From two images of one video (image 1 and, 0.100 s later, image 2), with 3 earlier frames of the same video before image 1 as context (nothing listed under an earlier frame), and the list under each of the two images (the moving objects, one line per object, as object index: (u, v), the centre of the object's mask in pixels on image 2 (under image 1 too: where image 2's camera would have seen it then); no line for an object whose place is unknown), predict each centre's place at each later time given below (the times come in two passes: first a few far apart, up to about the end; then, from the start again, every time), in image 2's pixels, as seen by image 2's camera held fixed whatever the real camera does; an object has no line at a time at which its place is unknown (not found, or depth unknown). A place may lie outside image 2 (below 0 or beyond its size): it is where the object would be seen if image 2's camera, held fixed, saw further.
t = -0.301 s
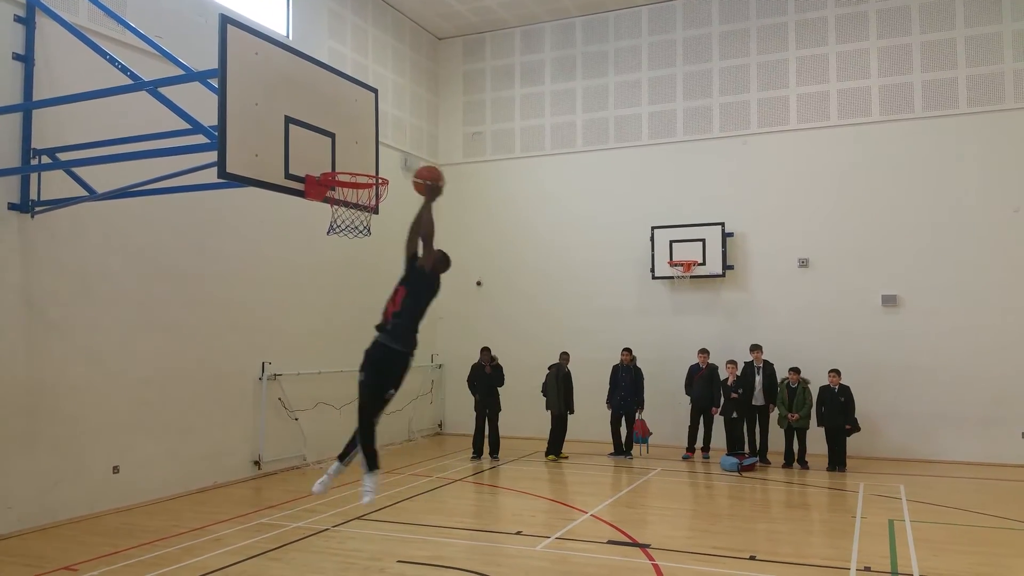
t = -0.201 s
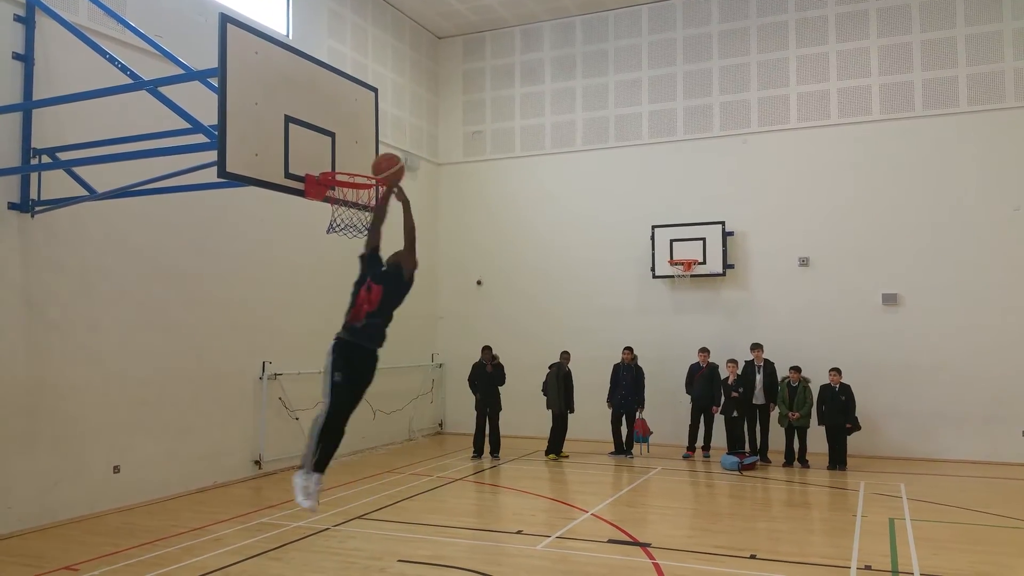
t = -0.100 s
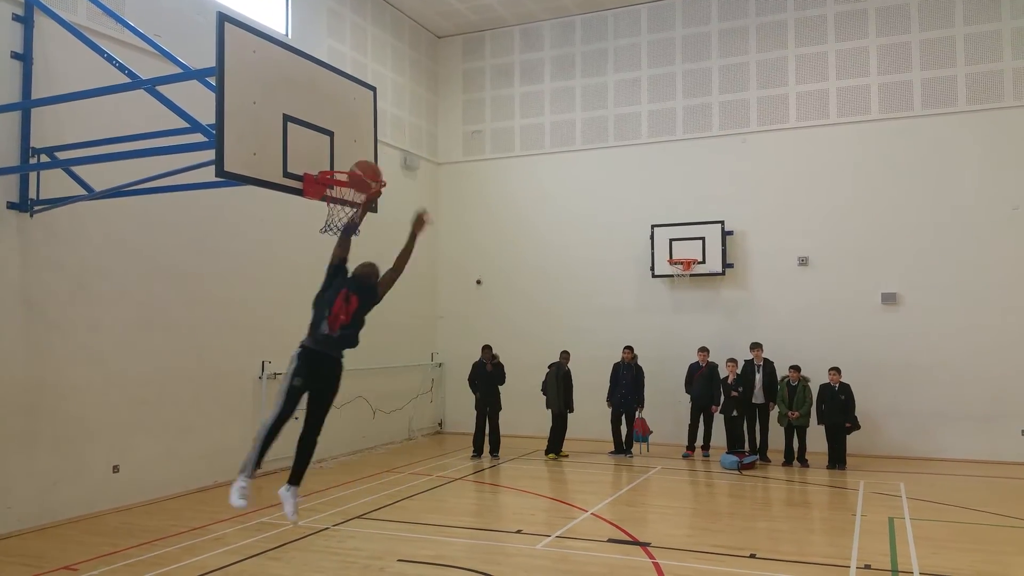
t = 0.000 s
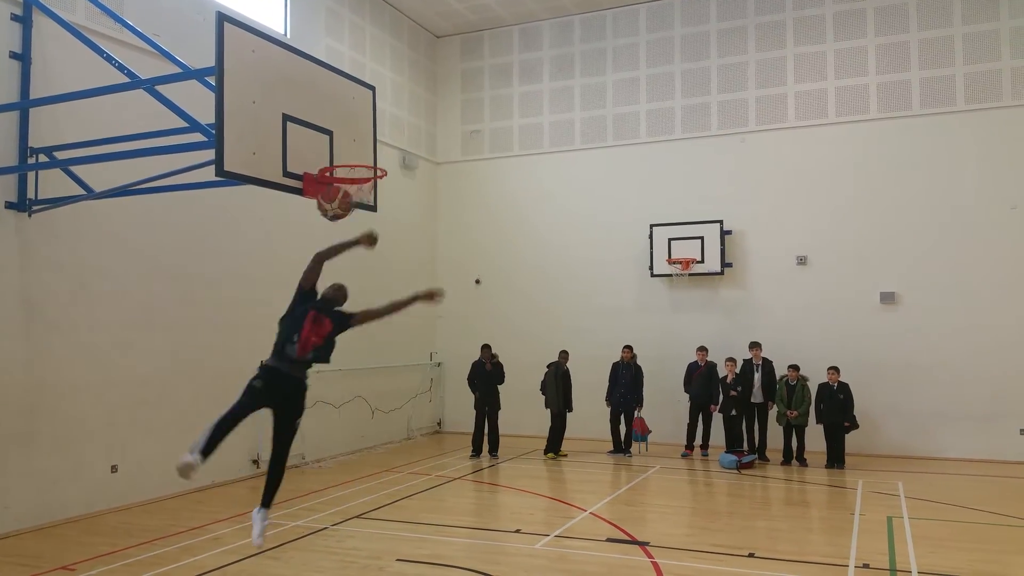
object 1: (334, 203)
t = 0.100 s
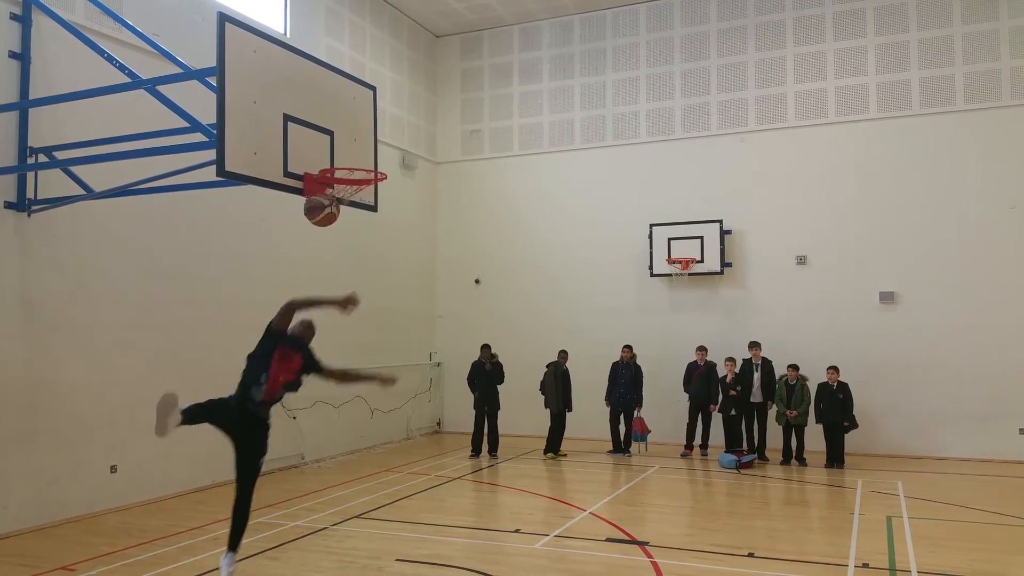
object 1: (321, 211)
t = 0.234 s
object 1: (327, 220)
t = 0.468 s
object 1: (340, 292)
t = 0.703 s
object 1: (350, 430)
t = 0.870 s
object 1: (355, 561)
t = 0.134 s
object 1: (322, 211)
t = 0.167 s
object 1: (323, 213)
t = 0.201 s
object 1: (325, 216)
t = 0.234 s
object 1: (327, 220)
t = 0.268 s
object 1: (329, 227)
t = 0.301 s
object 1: (331, 235)
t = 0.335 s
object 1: (333, 244)
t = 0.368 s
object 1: (335, 254)
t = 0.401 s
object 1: (337, 265)
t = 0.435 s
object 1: (338, 278)
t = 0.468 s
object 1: (340, 292)
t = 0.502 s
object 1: (342, 308)
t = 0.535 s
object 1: (344, 325)
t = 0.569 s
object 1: (345, 343)
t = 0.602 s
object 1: (347, 363)
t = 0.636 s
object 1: (348, 384)
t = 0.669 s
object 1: (349, 406)
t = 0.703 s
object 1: (350, 430)
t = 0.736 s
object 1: (352, 455)
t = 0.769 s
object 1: (352, 481)
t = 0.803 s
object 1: (353, 509)
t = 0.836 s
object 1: (354, 539)
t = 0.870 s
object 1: (355, 561)
